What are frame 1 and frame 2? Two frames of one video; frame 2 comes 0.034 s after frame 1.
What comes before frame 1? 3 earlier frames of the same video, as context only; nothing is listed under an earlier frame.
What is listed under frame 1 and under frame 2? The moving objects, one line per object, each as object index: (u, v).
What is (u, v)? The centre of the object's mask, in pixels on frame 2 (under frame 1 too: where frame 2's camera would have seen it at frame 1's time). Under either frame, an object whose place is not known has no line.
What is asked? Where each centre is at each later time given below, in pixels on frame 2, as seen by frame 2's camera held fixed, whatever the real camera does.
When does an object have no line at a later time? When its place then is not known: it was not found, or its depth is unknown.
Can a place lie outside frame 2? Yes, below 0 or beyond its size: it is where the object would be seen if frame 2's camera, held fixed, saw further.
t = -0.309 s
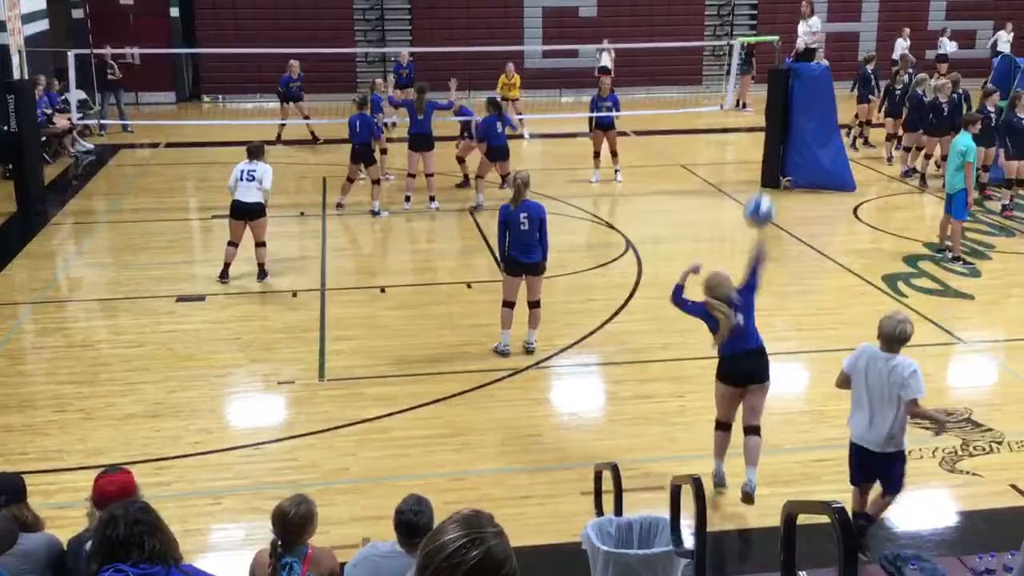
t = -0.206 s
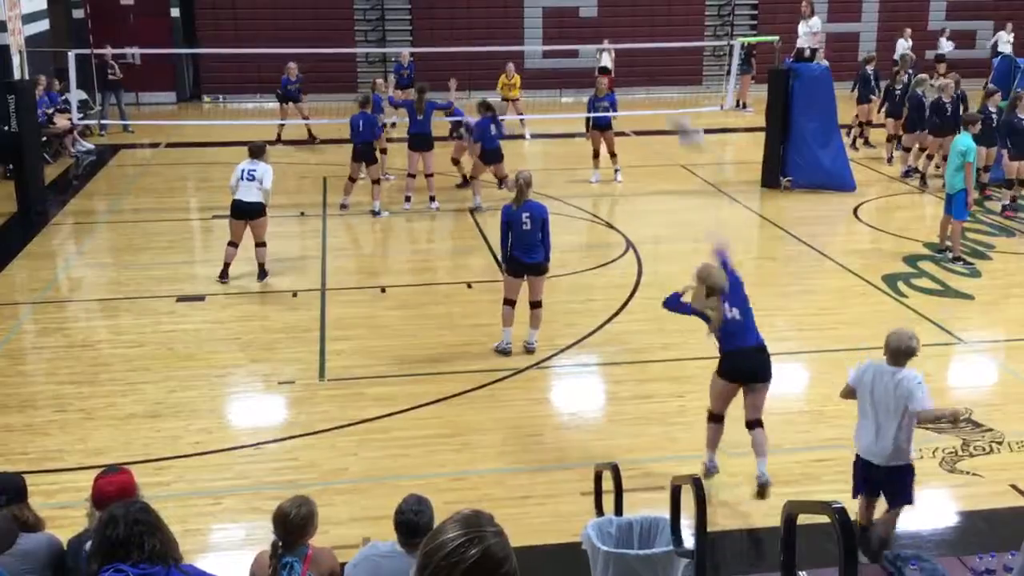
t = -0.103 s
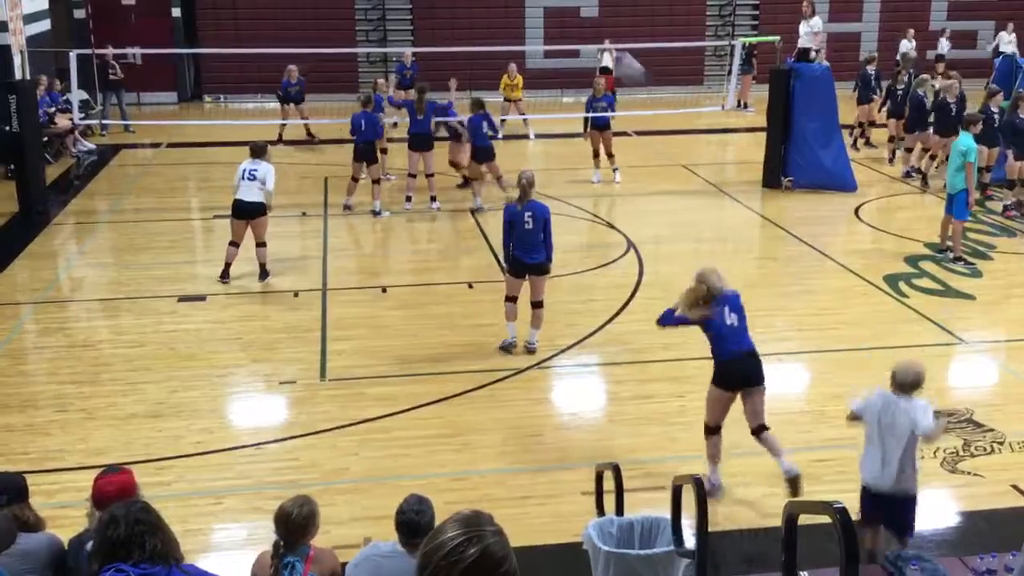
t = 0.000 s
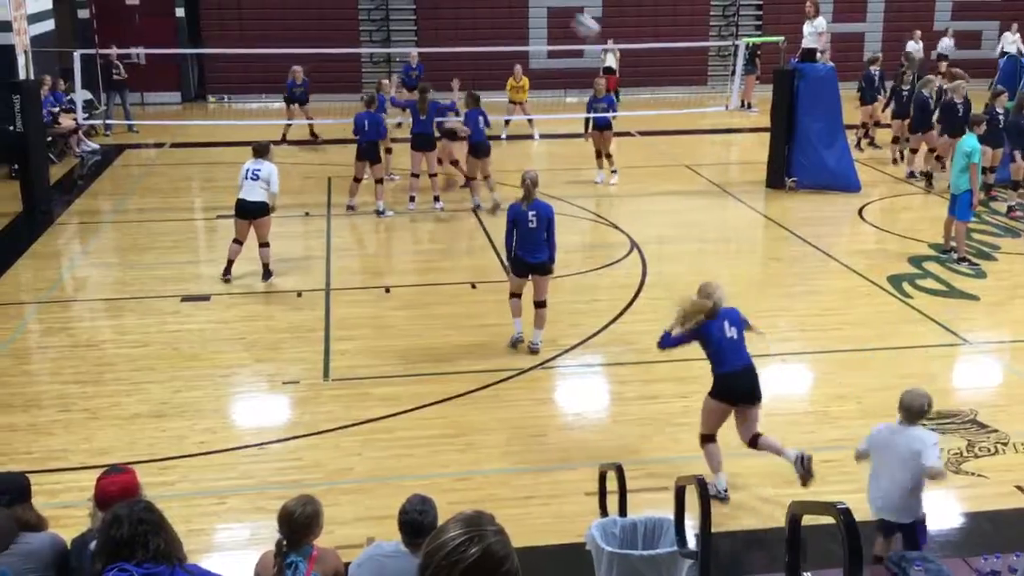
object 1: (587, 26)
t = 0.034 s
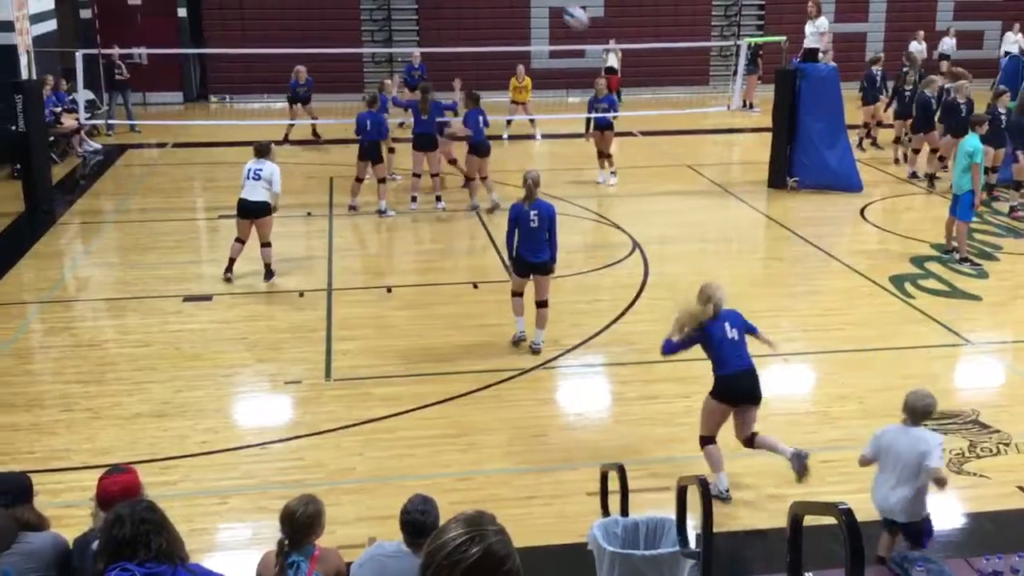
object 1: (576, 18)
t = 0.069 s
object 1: (565, 10)
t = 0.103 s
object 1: (555, 7)
